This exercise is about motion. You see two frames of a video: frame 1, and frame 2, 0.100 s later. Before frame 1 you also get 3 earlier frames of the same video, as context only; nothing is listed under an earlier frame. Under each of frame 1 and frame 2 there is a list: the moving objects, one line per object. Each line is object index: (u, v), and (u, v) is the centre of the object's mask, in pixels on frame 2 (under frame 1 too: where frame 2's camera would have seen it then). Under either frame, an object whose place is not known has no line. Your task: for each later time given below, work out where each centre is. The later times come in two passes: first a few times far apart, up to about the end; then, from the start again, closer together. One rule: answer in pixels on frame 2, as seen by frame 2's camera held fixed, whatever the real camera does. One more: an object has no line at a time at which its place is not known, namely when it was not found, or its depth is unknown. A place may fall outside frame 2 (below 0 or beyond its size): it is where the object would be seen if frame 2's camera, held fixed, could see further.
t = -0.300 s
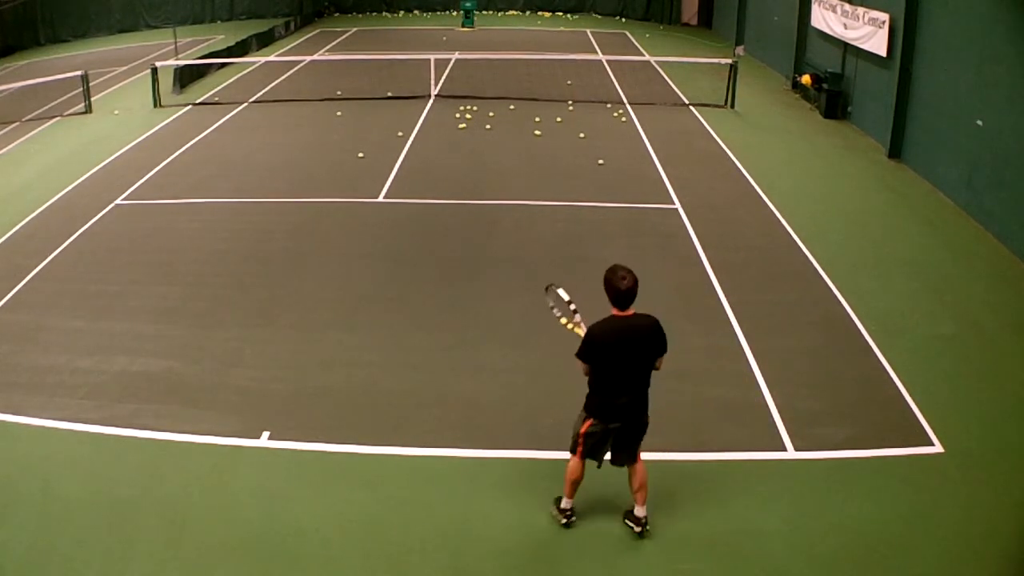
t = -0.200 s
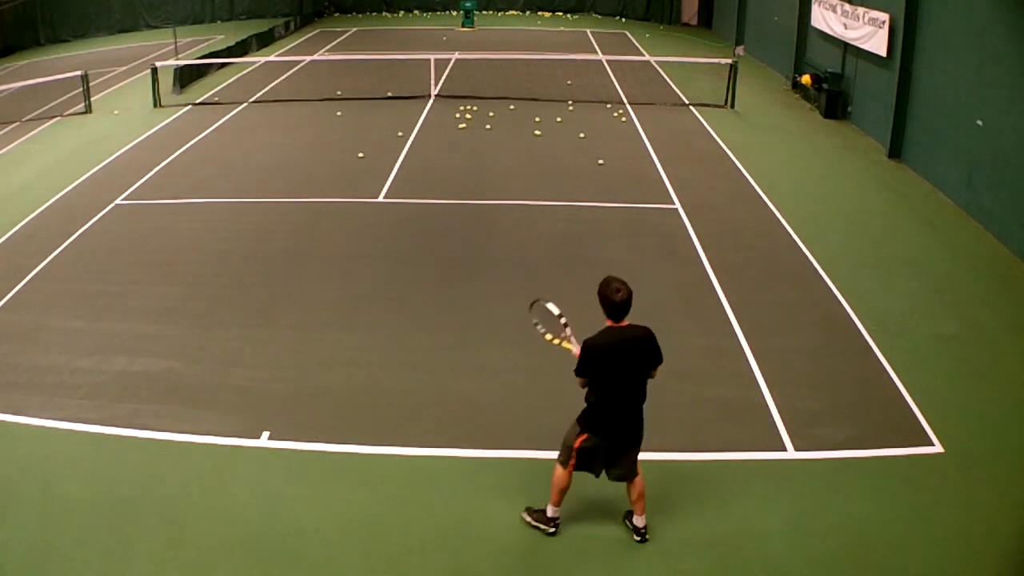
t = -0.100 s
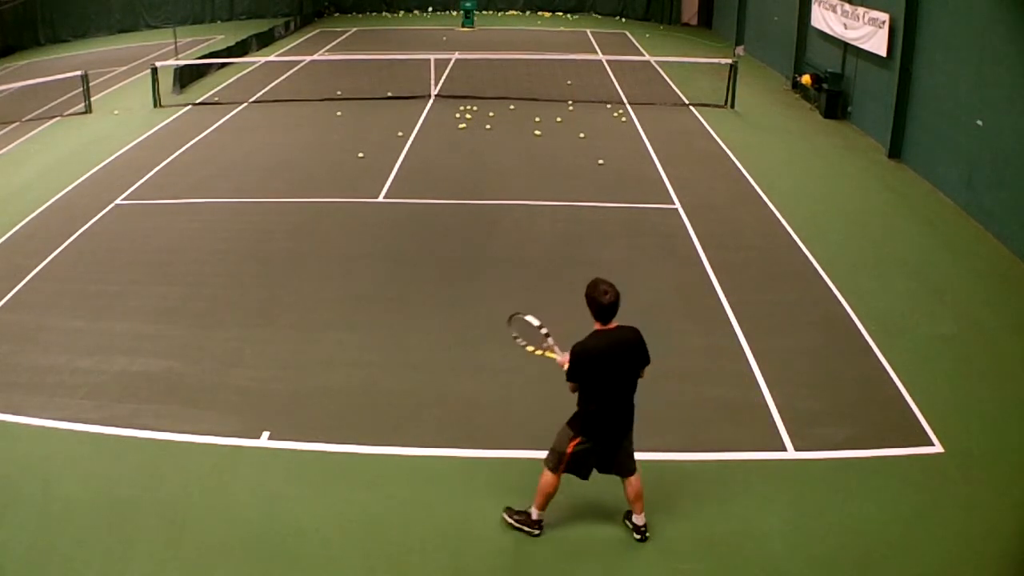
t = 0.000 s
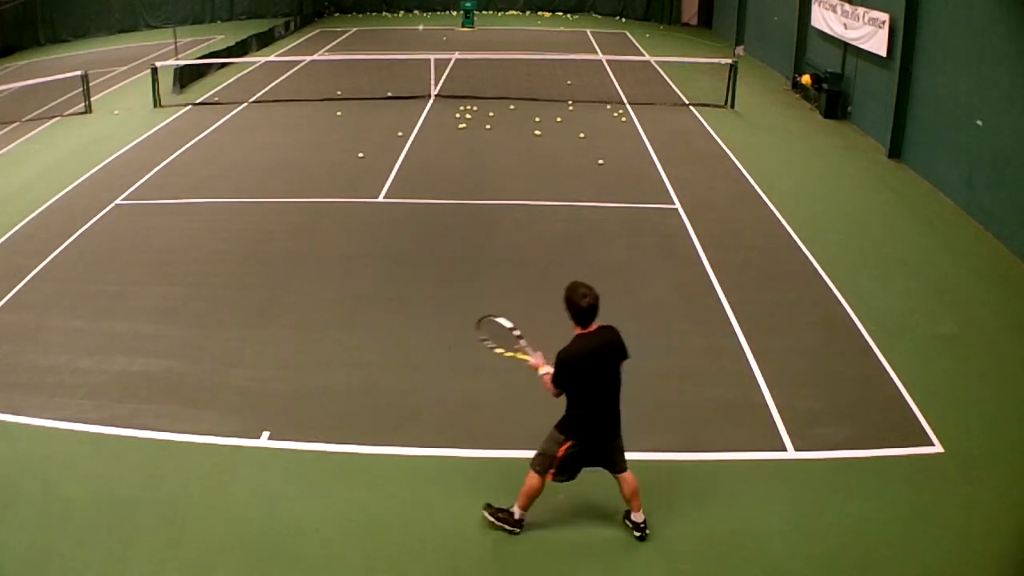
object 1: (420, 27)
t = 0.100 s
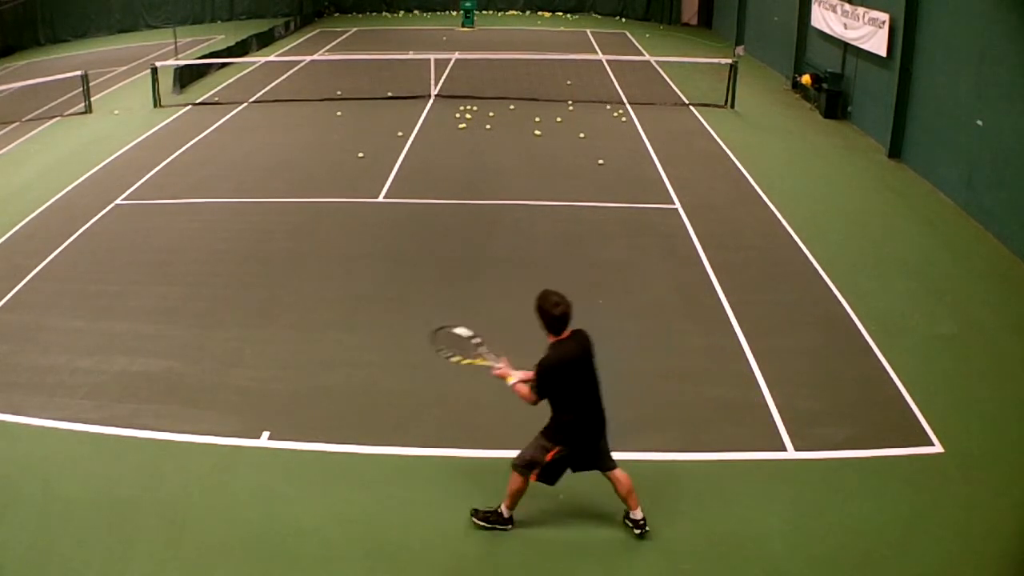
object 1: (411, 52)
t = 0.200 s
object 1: (398, 95)
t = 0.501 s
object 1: (352, 237)
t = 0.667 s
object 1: (324, 235)
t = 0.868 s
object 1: (283, 281)
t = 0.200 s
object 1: (398, 95)
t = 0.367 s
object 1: (373, 200)
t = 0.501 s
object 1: (352, 237)
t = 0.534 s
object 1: (347, 235)
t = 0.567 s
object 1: (342, 233)
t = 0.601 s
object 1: (337, 233)
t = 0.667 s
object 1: (324, 235)
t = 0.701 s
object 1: (318, 239)
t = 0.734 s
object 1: (312, 244)
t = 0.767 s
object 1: (305, 250)
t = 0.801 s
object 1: (298, 259)
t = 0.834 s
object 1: (290, 269)
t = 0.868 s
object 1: (283, 281)
